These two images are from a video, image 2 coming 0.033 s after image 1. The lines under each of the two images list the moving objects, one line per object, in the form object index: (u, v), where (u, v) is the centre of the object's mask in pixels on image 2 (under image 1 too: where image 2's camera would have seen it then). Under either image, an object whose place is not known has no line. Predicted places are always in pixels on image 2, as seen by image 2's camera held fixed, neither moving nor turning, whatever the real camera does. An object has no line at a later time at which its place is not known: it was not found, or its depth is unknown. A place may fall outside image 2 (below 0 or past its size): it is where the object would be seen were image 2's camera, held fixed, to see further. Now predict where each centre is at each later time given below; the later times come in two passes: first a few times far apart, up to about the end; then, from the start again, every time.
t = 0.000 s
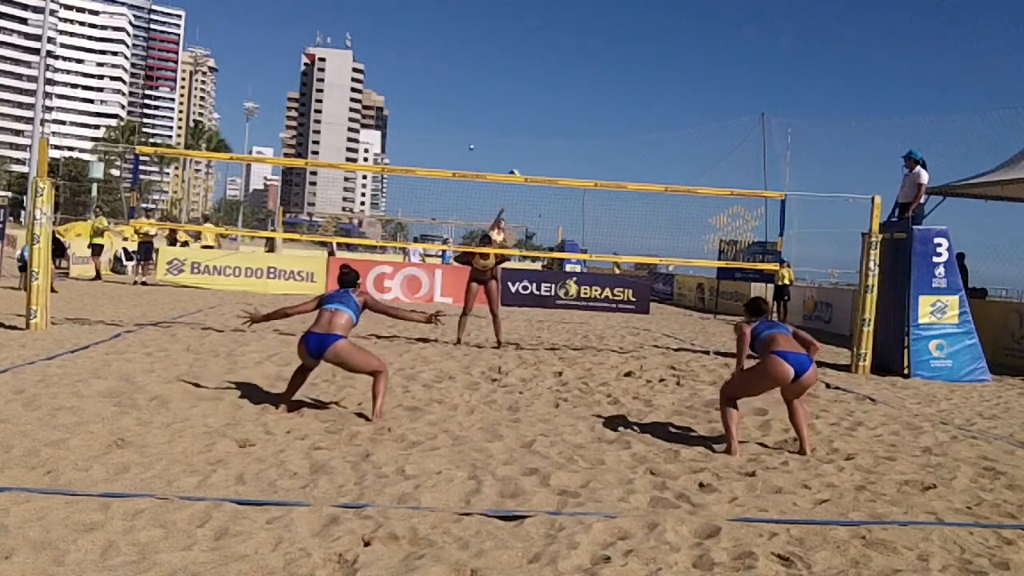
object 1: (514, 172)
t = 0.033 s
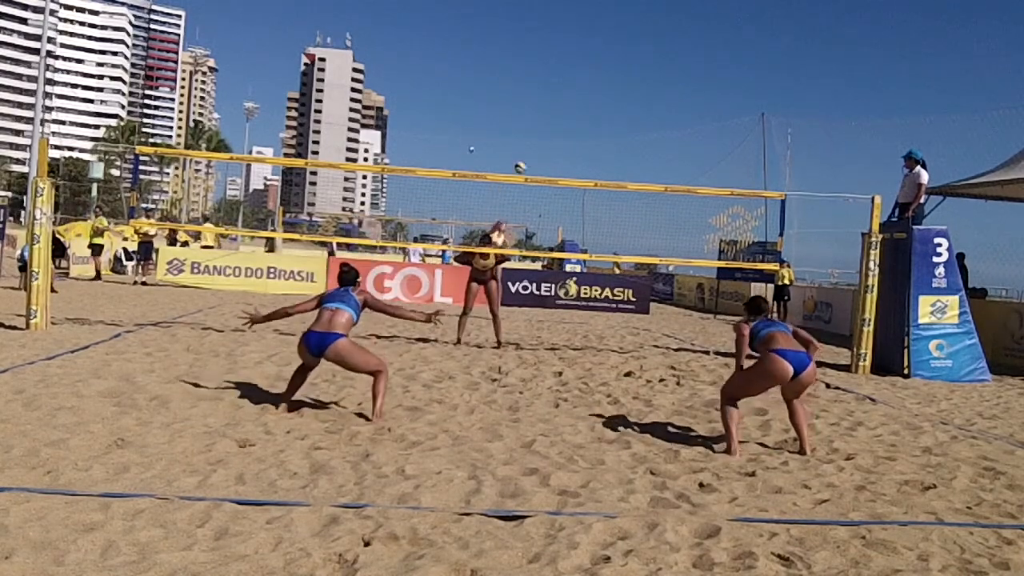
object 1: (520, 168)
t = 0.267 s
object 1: (569, 128)
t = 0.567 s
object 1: (645, 117)
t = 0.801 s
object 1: (736, 157)
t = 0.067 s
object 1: (526, 161)
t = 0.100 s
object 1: (533, 155)
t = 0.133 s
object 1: (540, 148)
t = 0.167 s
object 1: (546, 143)
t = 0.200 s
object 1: (554, 137)
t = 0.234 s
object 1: (561, 133)
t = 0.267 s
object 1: (569, 128)
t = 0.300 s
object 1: (576, 125)
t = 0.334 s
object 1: (584, 121)
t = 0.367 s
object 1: (592, 119)
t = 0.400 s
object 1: (600, 117)
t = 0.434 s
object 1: (608, 116)
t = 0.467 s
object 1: (616, 115)
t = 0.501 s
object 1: (626, 115)
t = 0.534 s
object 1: (635, 116)
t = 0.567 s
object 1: (645, 117)
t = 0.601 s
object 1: (655, 119)
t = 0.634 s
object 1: (666, 123)
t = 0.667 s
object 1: (679, 127)
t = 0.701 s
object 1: (691, 133)
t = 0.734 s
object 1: (705, 140)
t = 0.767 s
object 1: (720, 148)
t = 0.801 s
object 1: (736, 157)
